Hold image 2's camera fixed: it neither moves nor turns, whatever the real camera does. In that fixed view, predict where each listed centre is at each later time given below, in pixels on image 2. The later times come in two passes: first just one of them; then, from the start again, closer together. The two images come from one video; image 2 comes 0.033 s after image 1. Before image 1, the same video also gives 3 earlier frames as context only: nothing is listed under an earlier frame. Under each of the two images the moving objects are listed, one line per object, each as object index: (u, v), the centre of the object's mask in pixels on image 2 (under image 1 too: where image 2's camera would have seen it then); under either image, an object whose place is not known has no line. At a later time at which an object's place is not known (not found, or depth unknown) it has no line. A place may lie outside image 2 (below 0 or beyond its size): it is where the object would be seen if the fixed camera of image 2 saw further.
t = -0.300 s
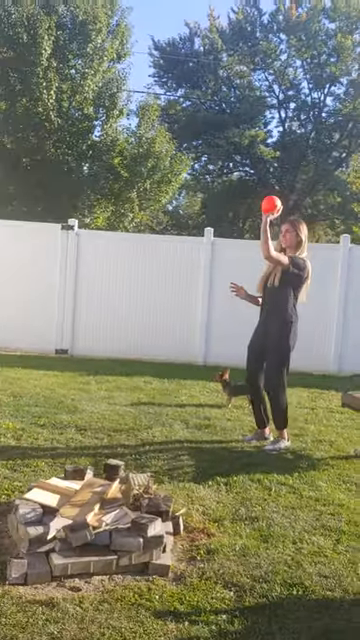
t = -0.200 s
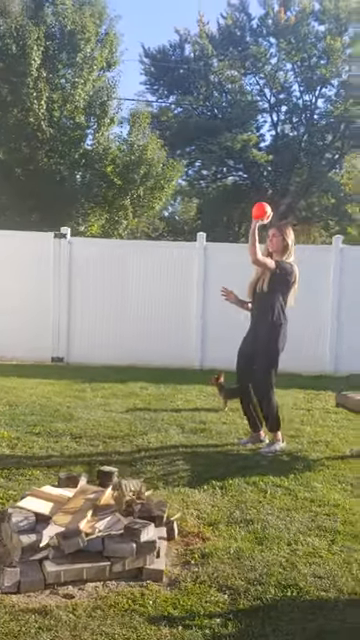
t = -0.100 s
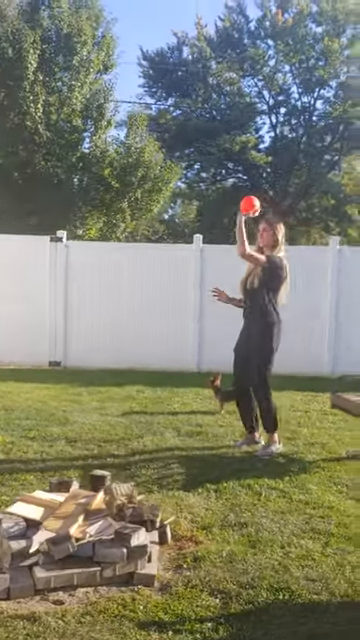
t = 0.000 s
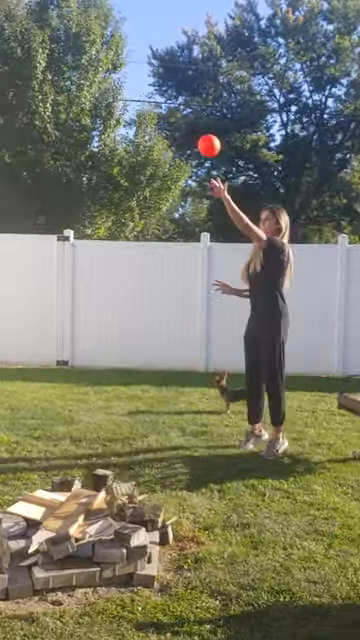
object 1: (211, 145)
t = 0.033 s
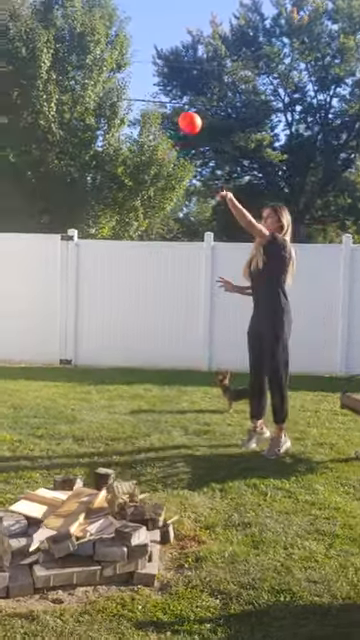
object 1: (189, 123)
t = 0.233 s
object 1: (38, 17)
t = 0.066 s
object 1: (166, 103)
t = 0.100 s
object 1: (144, 83)
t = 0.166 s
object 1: (93, 47)
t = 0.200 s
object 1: (66, 30)
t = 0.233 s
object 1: (38, 17)
